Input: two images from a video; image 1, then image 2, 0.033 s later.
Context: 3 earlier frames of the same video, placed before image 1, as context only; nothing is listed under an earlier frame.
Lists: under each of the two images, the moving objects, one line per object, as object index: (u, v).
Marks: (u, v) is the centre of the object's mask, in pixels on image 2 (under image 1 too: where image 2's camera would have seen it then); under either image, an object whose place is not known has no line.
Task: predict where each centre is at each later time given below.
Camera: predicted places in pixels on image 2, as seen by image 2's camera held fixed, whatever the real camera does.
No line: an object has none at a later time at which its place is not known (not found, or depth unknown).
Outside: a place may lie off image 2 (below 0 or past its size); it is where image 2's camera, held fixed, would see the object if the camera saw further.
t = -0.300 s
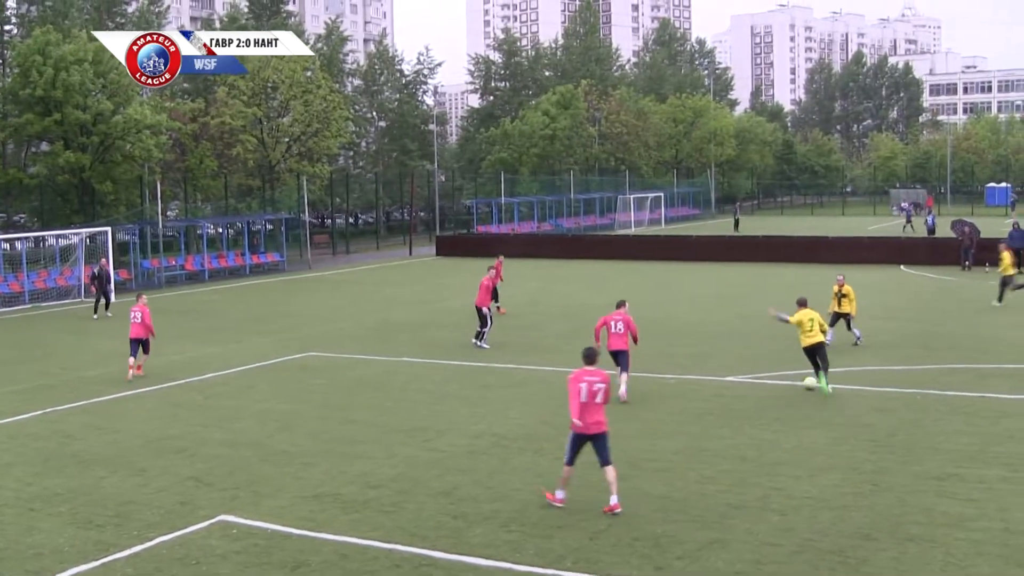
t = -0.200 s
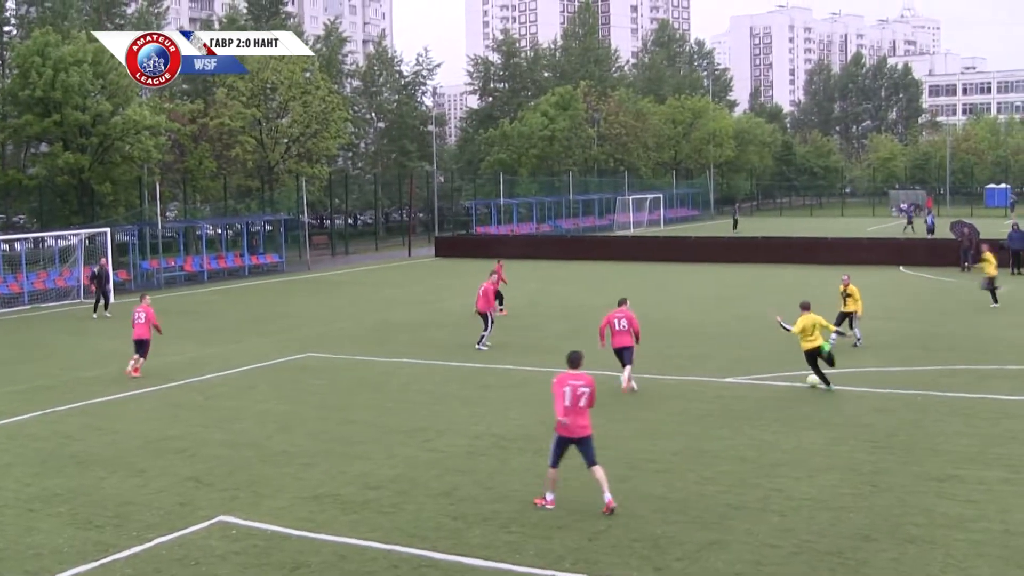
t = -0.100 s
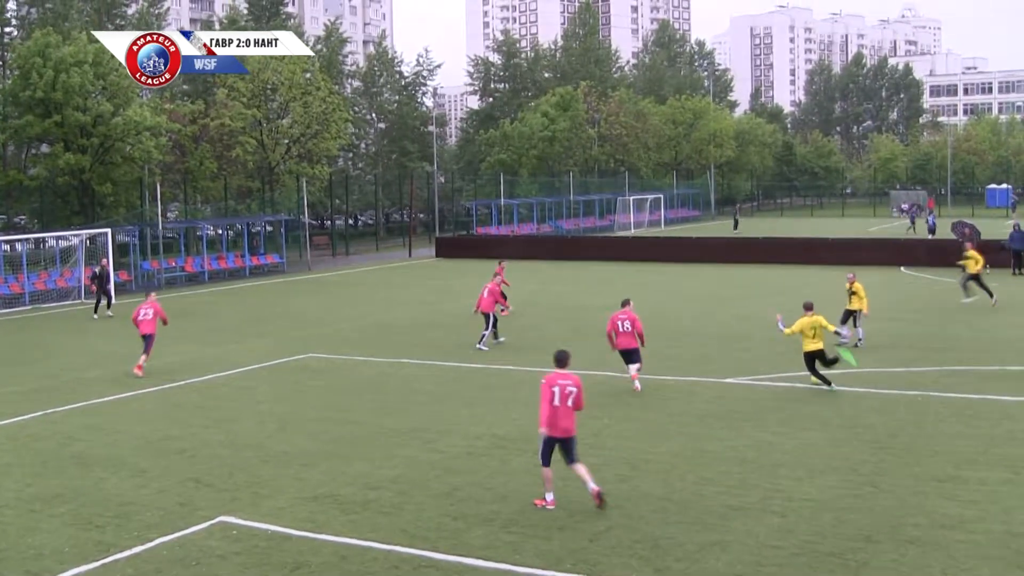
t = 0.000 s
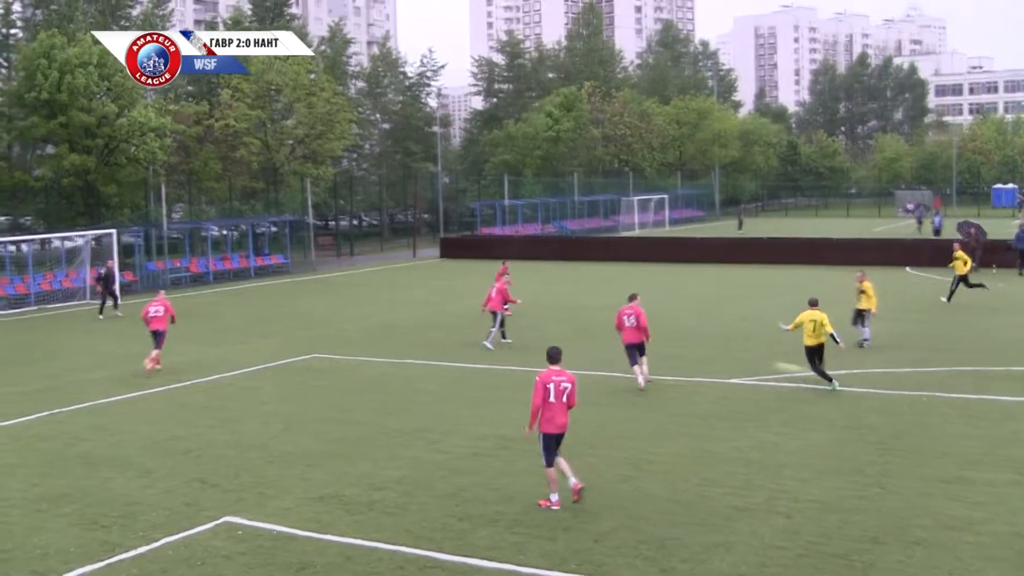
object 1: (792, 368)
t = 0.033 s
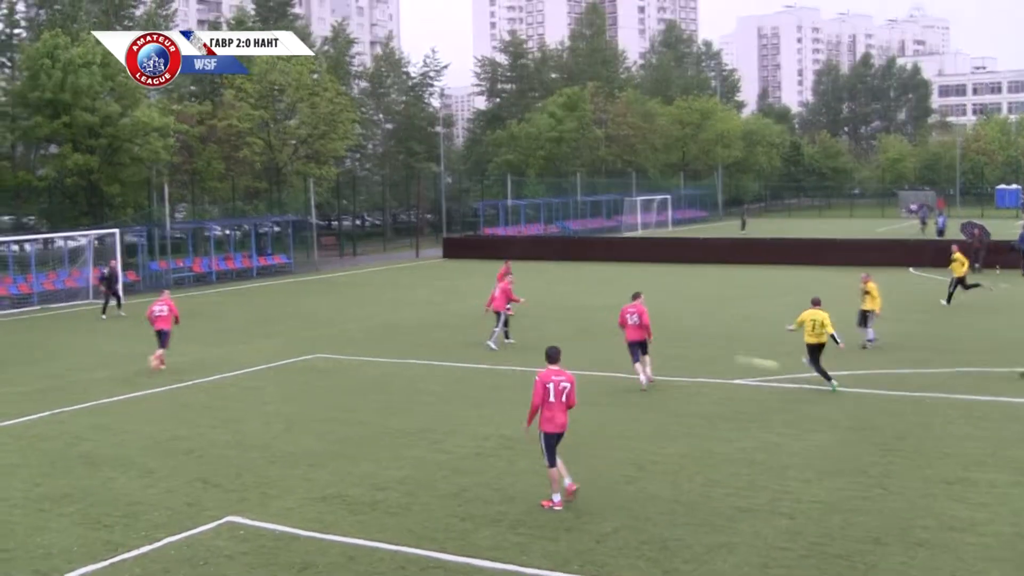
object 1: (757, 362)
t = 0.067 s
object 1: (722, 356)
